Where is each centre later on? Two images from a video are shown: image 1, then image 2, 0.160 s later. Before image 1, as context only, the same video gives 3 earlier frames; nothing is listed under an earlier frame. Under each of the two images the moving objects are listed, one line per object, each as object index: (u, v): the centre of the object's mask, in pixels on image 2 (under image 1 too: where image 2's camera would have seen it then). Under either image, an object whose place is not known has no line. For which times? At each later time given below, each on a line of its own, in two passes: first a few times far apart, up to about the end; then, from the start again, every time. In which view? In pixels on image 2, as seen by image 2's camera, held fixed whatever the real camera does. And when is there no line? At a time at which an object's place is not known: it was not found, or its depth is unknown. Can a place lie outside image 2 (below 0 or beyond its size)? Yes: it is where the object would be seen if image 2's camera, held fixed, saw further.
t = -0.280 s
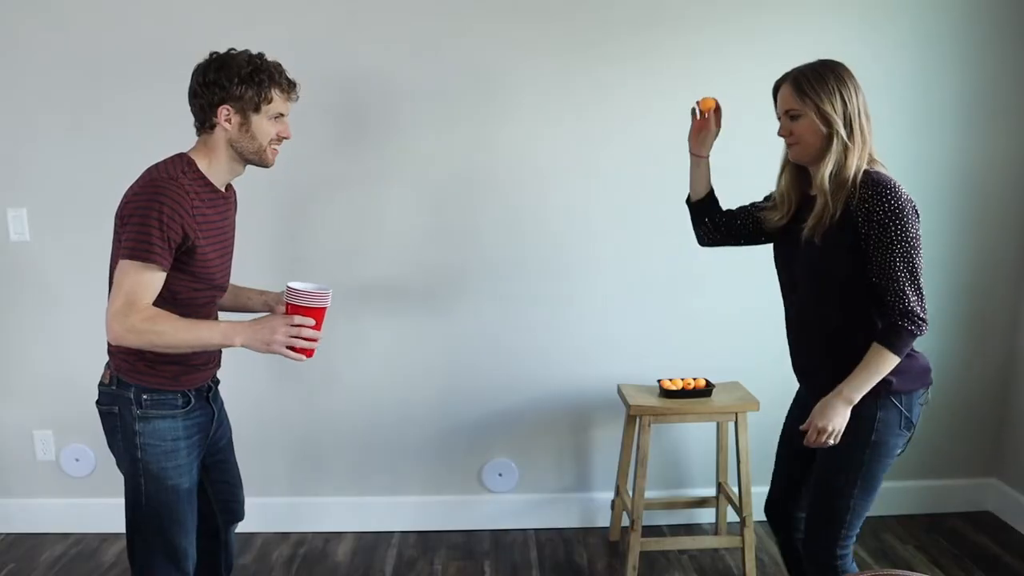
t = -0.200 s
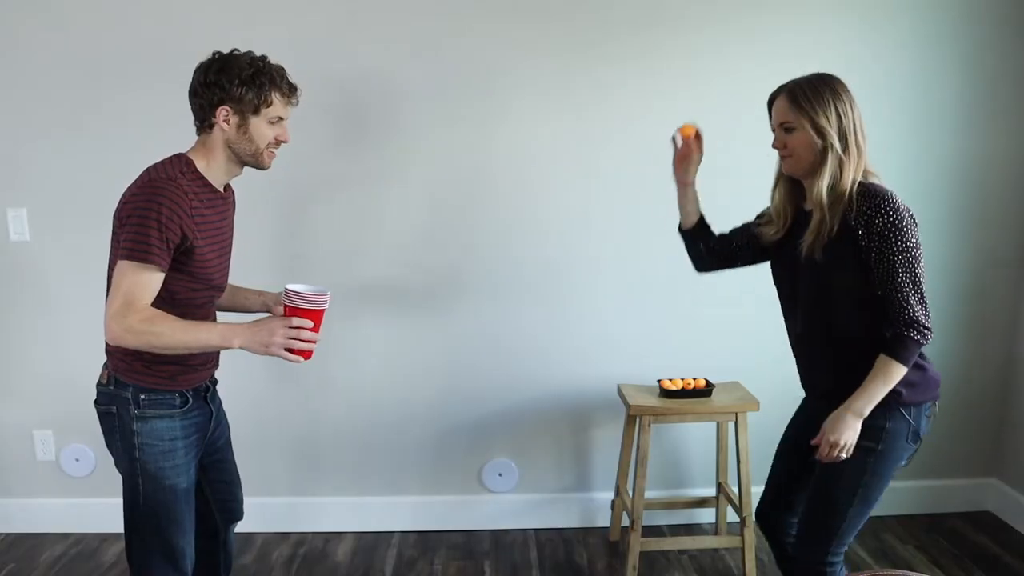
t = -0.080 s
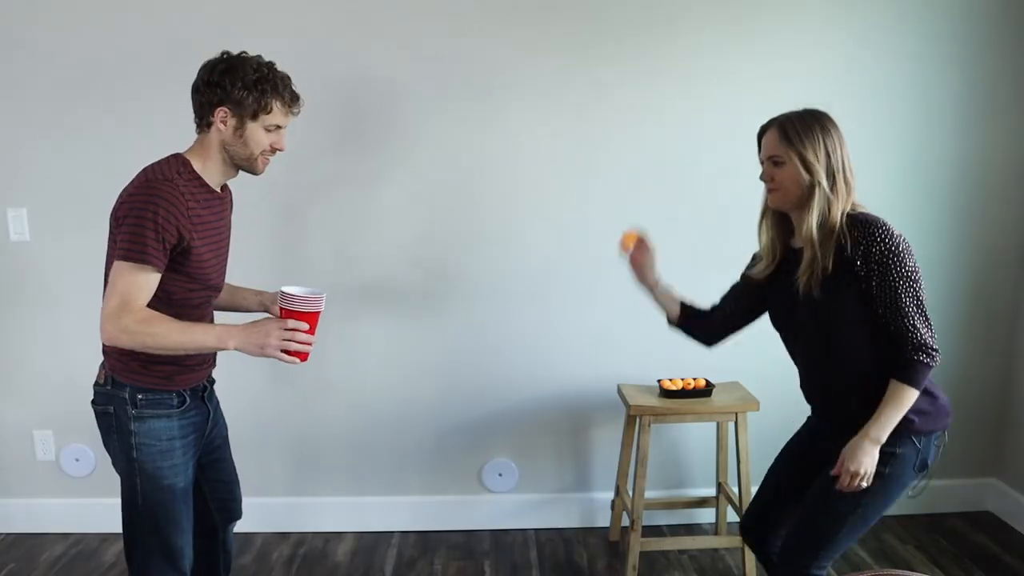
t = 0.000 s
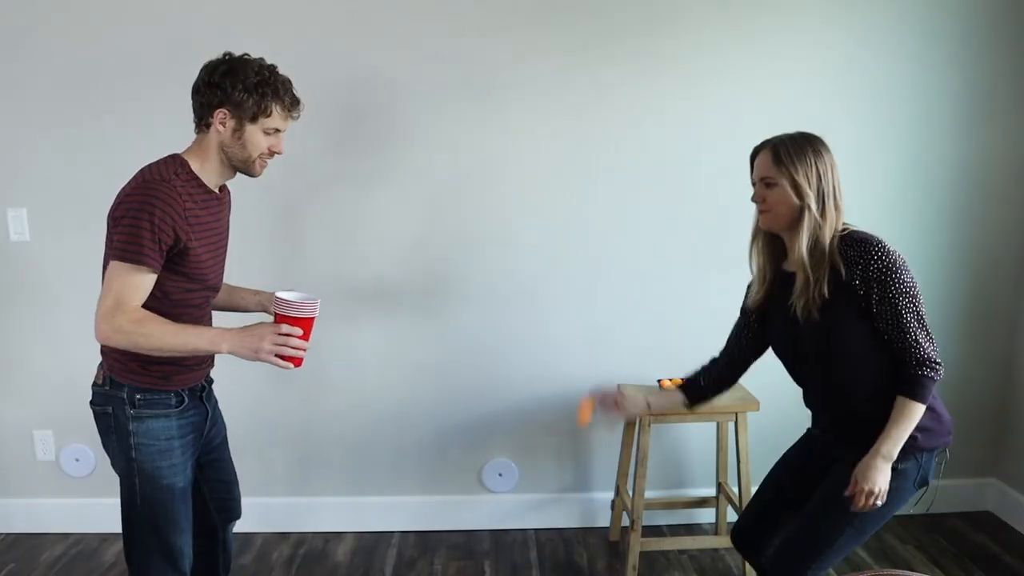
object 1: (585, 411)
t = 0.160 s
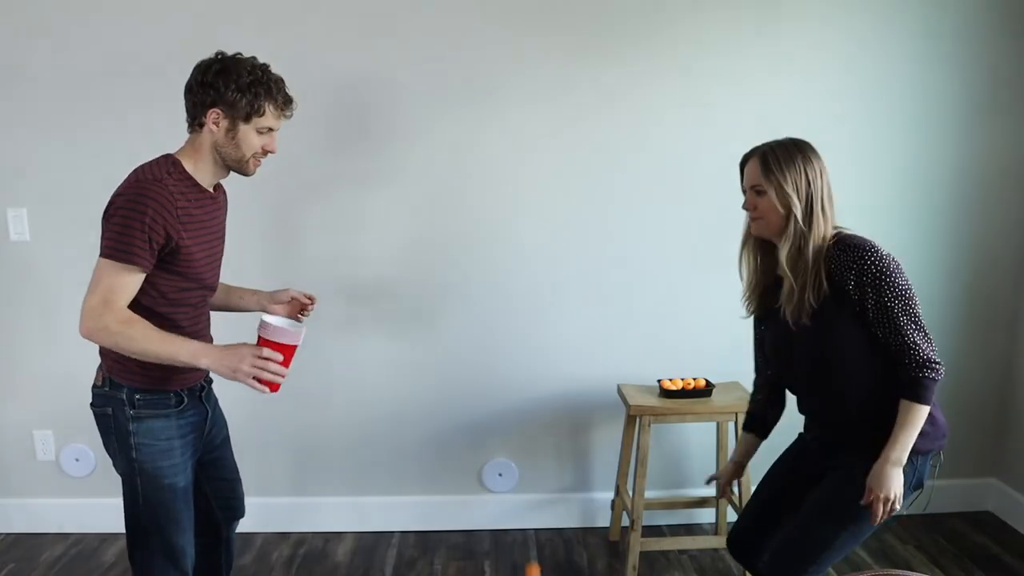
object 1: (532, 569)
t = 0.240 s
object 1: (514, 443)
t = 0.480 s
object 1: (447, 163)
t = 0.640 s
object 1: (399, 98)
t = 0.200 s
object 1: (523, 507)
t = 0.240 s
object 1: (514, 443)
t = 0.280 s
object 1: (503, 383)
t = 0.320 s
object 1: (493, 328)
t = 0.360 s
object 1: (482, 279)
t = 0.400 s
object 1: (470, 233)
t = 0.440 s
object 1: (459, 196)
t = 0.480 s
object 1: (447, 163)
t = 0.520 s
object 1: (435, 137)
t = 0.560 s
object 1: (423, 117)
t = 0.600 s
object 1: (411, 104)
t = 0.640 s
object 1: (399, 98)
